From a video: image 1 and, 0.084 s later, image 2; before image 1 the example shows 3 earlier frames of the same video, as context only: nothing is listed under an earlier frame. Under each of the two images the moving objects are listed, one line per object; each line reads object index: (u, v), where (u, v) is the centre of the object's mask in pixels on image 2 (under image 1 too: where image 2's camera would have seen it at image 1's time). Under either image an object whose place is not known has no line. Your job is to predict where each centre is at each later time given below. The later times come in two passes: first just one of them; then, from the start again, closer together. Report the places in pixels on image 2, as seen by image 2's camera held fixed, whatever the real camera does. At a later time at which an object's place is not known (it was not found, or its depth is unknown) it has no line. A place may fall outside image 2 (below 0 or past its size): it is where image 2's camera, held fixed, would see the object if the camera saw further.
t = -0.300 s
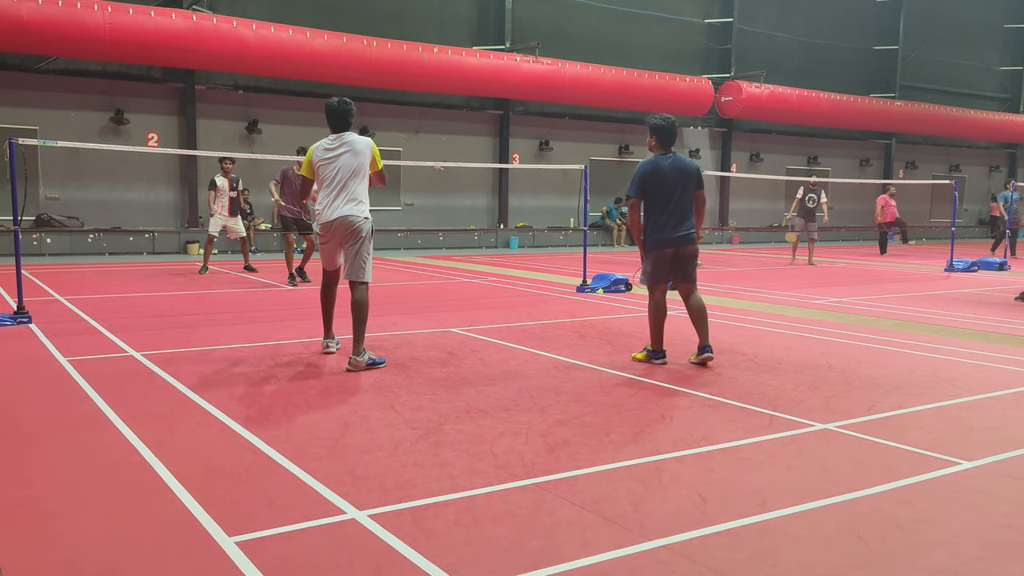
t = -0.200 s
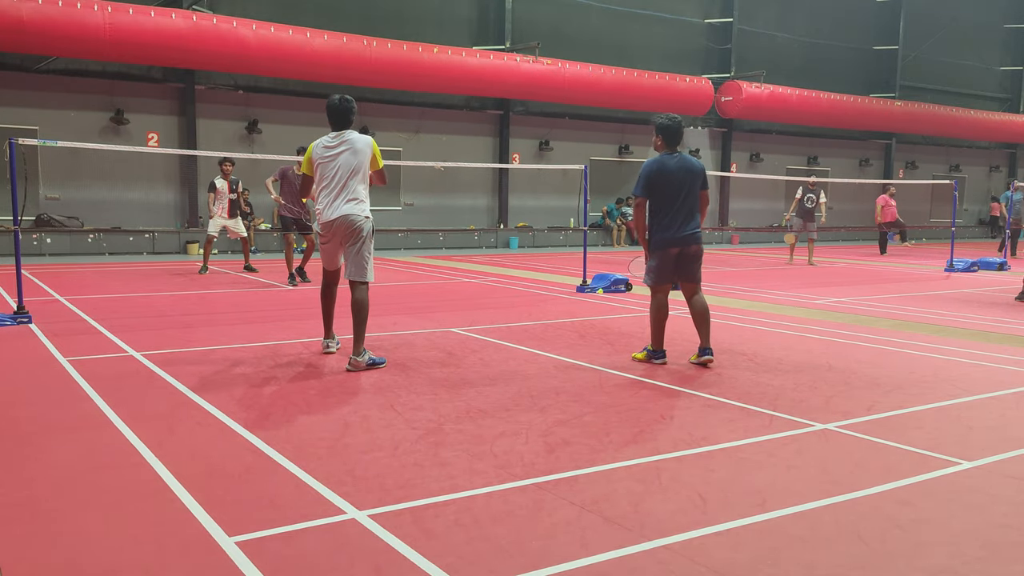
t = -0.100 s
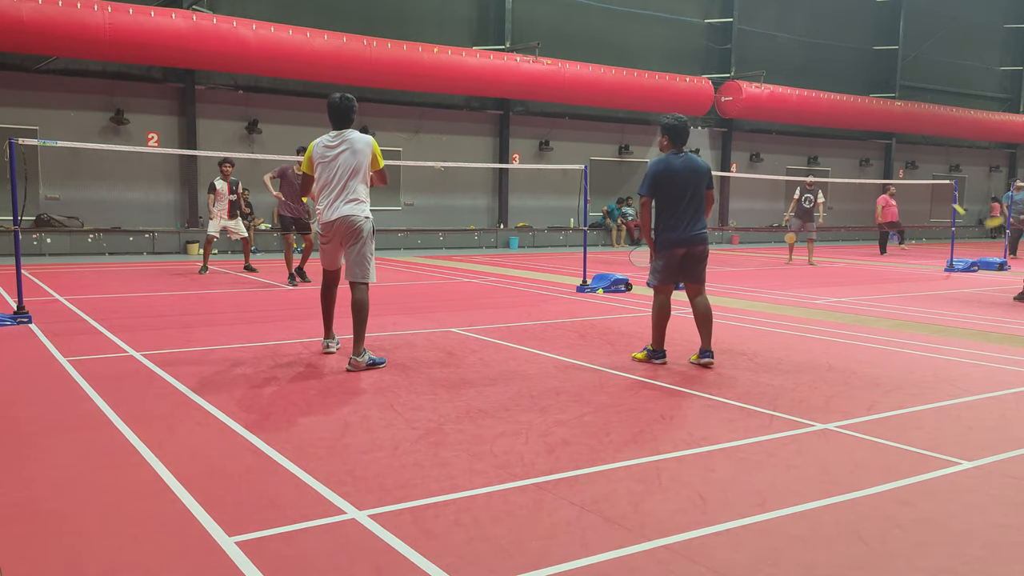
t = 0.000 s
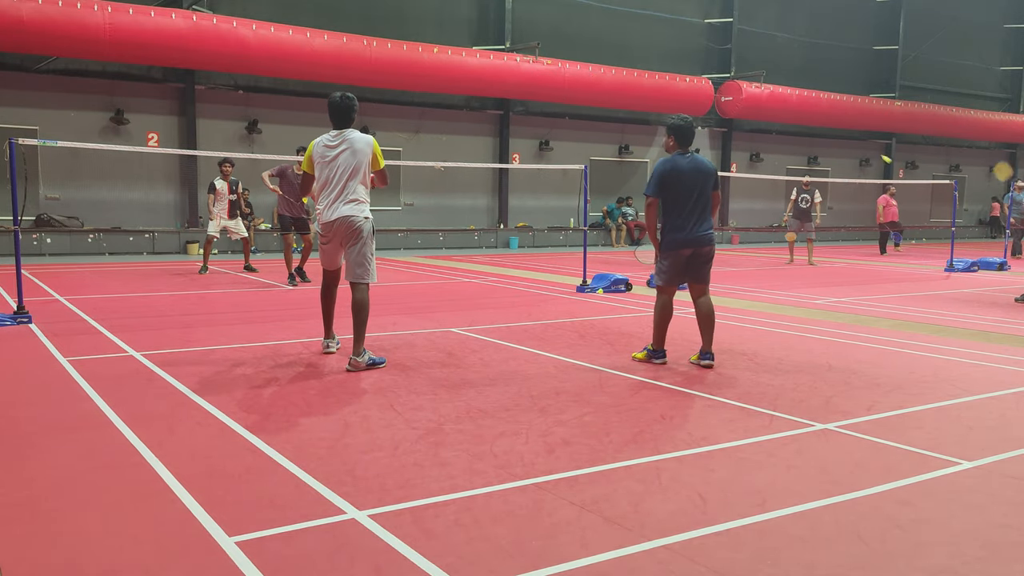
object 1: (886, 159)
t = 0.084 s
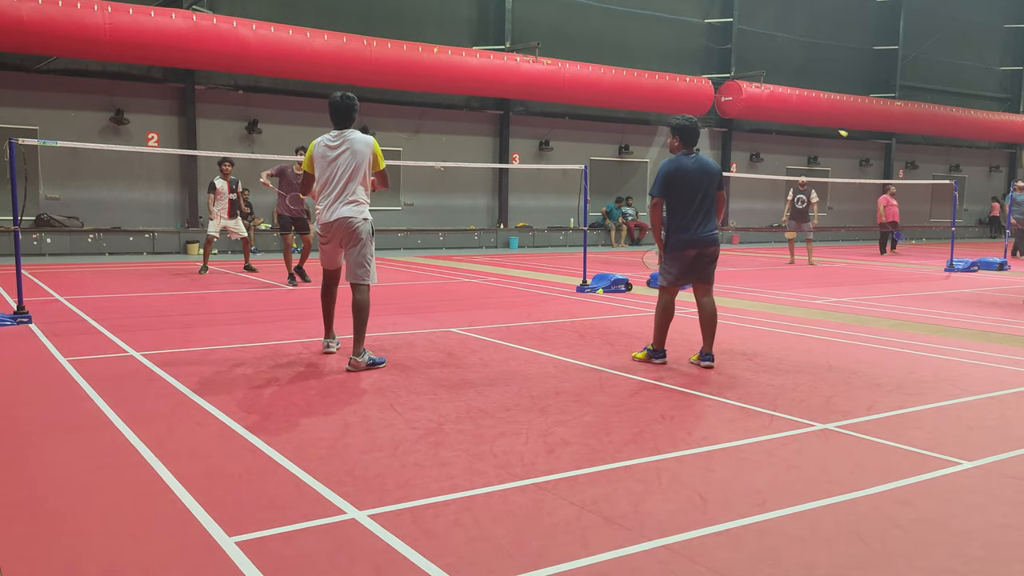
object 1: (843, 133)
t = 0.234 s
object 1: (785, 109)
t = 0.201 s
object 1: (796, 112)
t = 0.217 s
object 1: (791, 110)
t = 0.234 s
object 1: (785, 109)
